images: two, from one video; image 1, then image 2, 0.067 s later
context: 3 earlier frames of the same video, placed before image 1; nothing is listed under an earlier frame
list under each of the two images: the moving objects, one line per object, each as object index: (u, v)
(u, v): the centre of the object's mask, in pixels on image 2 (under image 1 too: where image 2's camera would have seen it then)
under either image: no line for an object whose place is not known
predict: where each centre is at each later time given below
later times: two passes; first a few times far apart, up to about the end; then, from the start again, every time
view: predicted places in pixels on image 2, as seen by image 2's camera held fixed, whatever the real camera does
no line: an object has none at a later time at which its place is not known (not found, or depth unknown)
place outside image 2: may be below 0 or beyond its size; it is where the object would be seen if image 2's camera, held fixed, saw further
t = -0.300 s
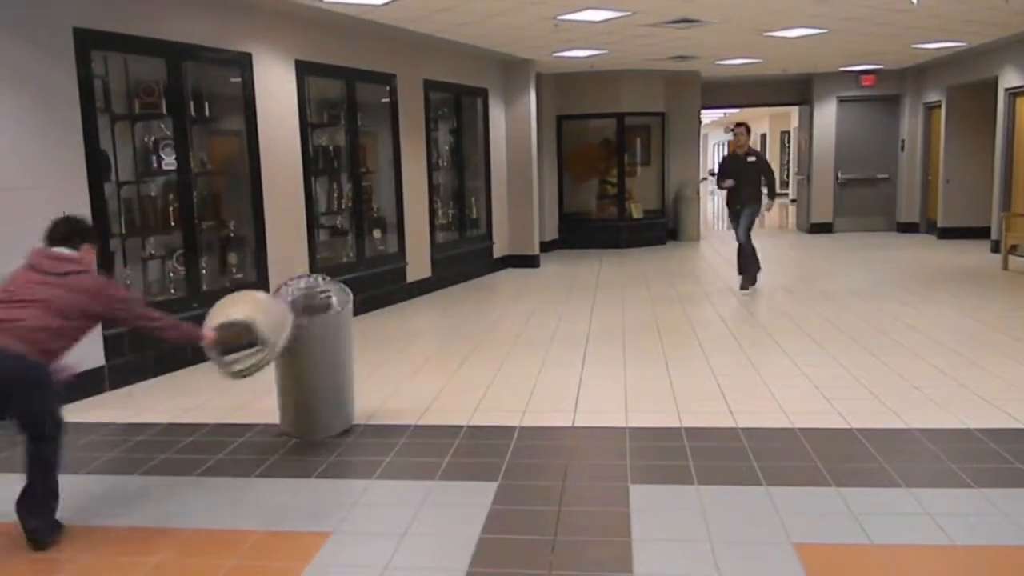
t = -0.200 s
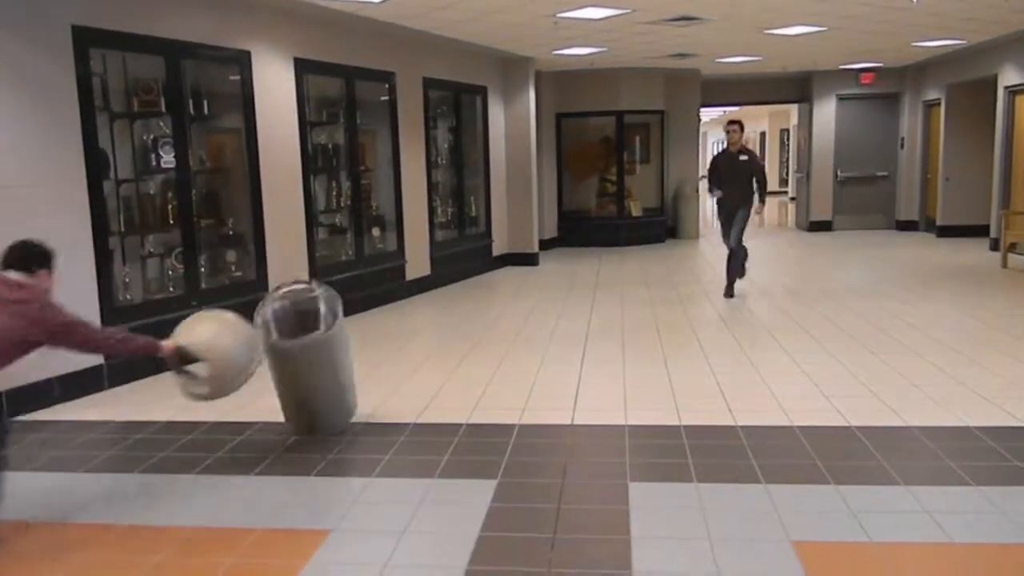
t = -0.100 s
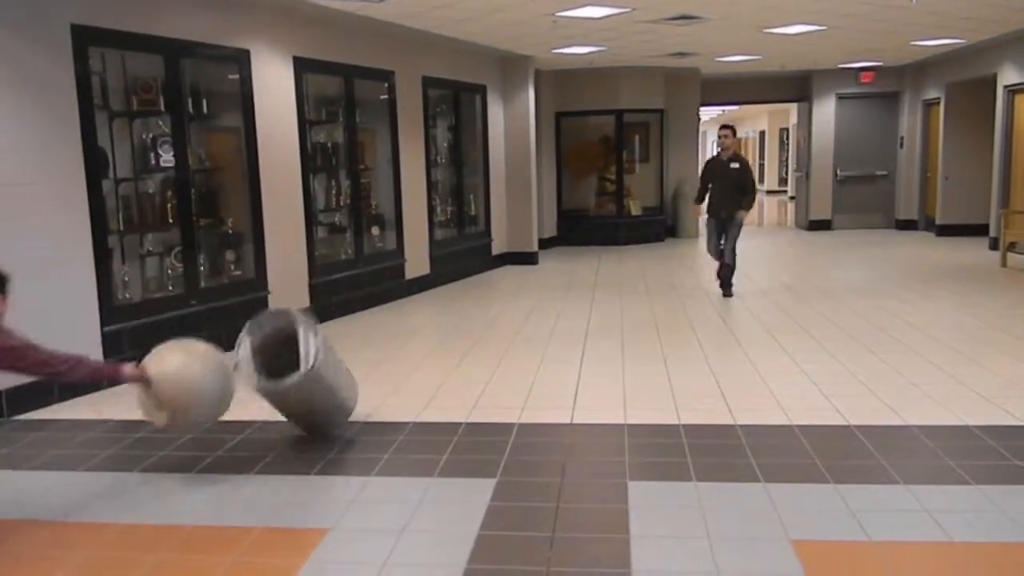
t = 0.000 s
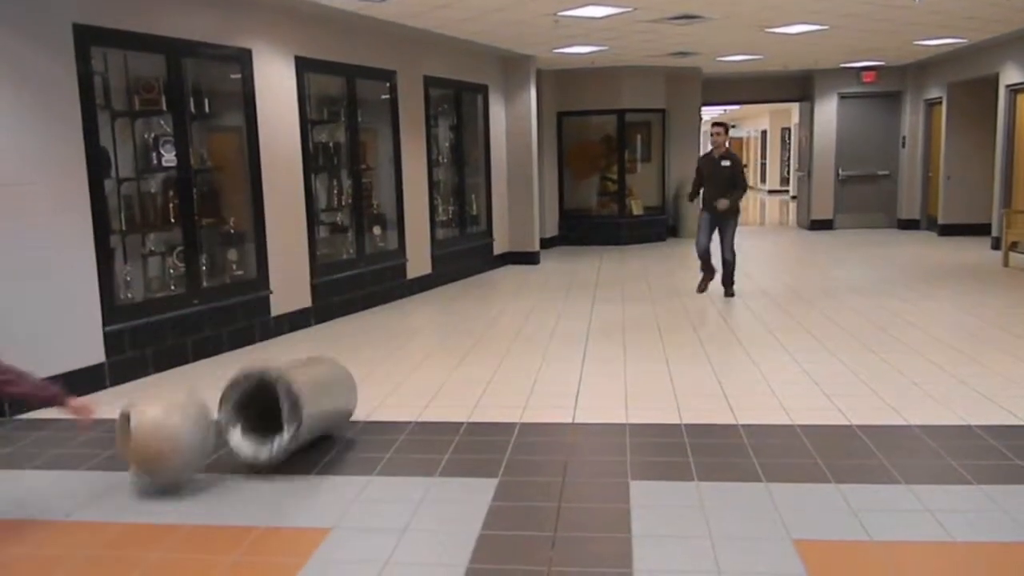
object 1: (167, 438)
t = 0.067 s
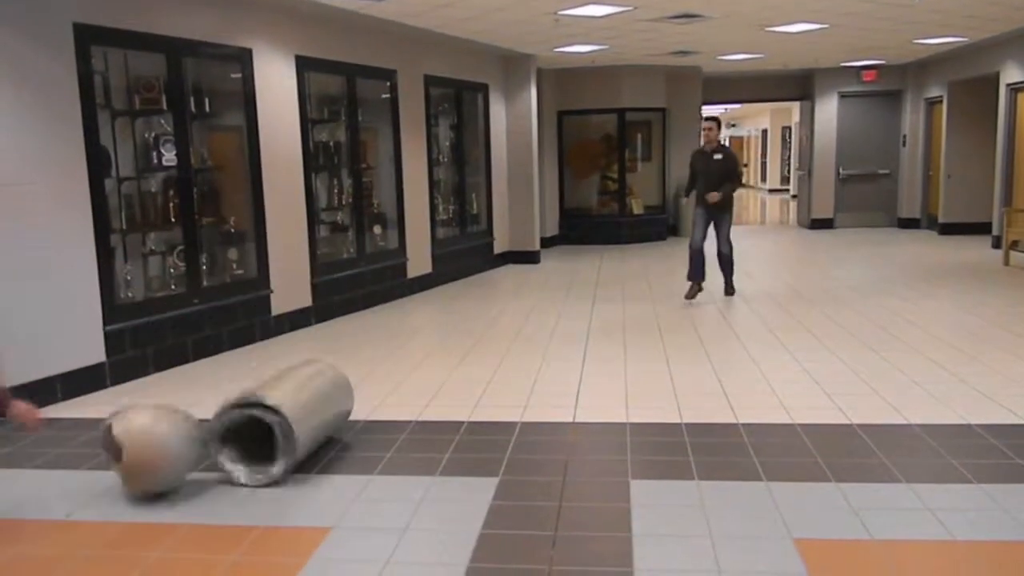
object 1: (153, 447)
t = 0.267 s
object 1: (135, 465)
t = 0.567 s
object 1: (111, 487)
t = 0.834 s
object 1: (98, 505)
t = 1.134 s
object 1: (102, 512)
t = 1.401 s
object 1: (105, 511)
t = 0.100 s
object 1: (151, 454)
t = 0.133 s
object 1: (147, 460)
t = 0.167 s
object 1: (142, 459)
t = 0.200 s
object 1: (142, 461)
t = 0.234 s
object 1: (140, 461)
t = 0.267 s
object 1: (135, 465)
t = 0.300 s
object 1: (131, 468)
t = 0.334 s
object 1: (126, 472)
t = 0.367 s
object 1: (123, 475)
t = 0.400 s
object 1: (120, 477)
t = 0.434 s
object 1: (115, 481)
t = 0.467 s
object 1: (111, 483)
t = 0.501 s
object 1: (112, 484)
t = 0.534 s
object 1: (112, 486)
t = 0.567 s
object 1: (111, 487)
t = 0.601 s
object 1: (111, 489)
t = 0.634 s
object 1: (109, 491)
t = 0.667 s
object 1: (107, 494)
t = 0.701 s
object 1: (105, 496)
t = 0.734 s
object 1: (103, 498)
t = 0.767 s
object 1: (101, 500)
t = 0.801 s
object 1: (100, 502)
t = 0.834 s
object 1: (98, 505)
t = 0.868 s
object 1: (98, 507)
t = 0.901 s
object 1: (99, 509)
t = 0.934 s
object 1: (100, 510)
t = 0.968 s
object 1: (101, 511)
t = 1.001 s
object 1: (102, 512)
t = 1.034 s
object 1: (103, 512)
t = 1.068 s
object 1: (103, 512)
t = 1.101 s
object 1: (103, 513)
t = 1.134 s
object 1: (102, 512)
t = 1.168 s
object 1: (102, 512)
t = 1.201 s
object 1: (102, 513)
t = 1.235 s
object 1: (103, 512)
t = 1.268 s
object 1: (104, 512)
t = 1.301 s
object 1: (104, 512)
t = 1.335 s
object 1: (104, 512)
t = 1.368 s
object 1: (105, 511)
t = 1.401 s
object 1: (105, 511)
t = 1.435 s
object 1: (105, 511)
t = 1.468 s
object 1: (105, 511)
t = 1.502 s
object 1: (106, 511)
